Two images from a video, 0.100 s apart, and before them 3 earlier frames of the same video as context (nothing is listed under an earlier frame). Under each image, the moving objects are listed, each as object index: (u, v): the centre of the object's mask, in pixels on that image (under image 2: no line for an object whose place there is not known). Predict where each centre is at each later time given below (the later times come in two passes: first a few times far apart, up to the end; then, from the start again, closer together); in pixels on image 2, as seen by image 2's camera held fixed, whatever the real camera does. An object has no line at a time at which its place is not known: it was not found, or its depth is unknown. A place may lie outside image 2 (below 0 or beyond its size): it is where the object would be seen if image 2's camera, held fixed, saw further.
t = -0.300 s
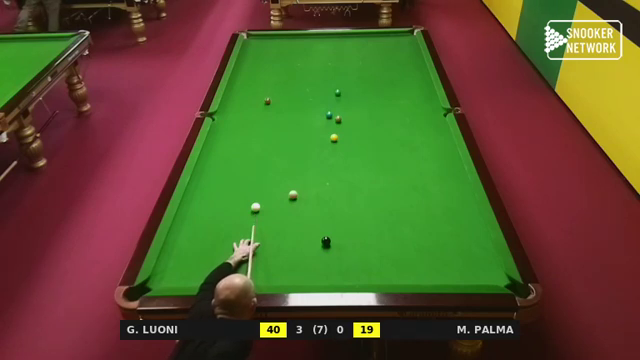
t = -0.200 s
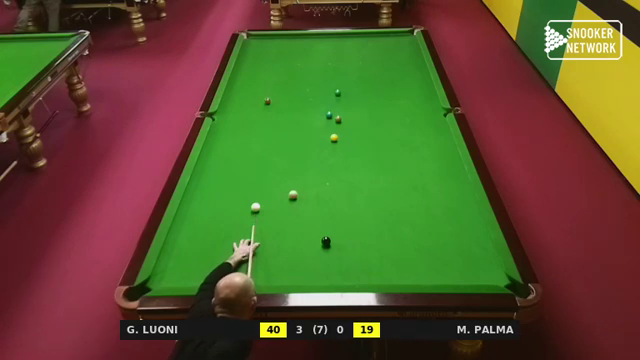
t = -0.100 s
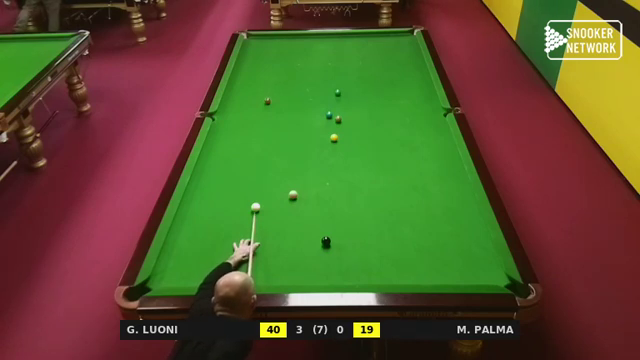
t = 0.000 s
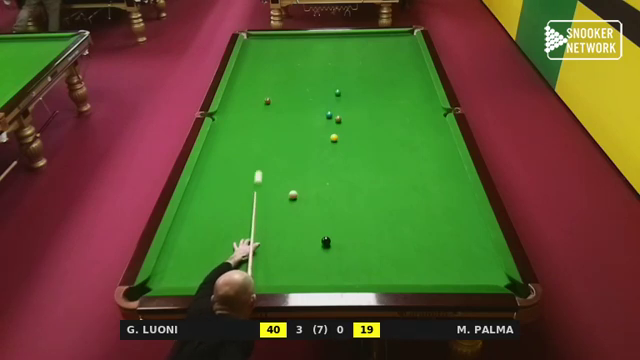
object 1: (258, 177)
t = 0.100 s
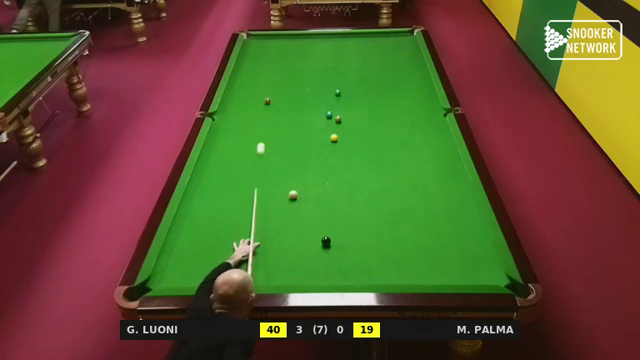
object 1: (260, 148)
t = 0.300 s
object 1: (264, 106)
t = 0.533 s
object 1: (240, 96)
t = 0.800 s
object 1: (236, 89)
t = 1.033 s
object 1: (249, 86)
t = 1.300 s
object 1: (264, 82)
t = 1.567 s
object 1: (278, 79)
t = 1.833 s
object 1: (291, 76)
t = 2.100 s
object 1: (303, 74)
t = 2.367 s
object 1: (314, 71)
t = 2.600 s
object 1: (323, 70)
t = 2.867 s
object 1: (332, 68)
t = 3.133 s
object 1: (340, 66)
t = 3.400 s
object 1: (348, 65)
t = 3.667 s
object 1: (354, 63)
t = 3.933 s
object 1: (361, 62)
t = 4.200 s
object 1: (366, 61)
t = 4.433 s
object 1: (370, 61)
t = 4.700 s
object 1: (374, 60)
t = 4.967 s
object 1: (377, 60)
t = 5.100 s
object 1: (378, 60)
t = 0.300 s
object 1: (264, 106)
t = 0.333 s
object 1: (263, 102)
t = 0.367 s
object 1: (258, 102)
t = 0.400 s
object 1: (254, 101)
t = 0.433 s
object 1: (250, 99)
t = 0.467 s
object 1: (247, 99)
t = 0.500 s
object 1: (244, 97)
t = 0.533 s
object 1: (240, 96)
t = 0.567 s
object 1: (237, 95)
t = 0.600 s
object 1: (234, 94)
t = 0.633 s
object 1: (231, 93)
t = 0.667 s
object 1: (228, 92)
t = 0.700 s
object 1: (228, 91)
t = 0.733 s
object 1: (231, 91)
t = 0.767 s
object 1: (233, 90)
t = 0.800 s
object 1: (236, 89)
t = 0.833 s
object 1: (238, 89)
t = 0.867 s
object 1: (240, 89)
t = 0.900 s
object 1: (242, 88)
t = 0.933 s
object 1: (244, 87)
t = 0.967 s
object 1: (246, 87)
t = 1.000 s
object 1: (248, 86)
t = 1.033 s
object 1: (249, 86)
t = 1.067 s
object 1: (251, 86)
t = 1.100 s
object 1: (253, 85)
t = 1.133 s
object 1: (255, 85)
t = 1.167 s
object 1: (257, 84)
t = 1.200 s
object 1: (259, 84)
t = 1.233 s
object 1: (261, 83)
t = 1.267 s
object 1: (263, 83)
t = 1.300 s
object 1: (264, 82)
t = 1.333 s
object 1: (266, 82)
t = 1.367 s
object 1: (268, 82)
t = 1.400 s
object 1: (270, 81)
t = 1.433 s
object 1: (272, 81)
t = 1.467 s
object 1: (273, 80)
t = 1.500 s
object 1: (275, 80)
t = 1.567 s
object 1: (278, 79)
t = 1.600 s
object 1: (280, 79)
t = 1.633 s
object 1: (282, 79)
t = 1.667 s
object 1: (283, 78)
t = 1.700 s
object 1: (285, 78)
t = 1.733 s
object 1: (286, 77)
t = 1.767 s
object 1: (288, 77)
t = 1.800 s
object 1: (289, 77)
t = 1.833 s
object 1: (291, 76)
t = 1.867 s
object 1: (293, 76)
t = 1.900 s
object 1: (294, 76)
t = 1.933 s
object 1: (296, 75)
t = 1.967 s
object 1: (297, 75)
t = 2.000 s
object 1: (299, 75)
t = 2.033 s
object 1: (300, 74)
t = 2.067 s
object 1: (302, 74)
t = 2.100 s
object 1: (303, 74)
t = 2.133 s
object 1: (304, 73)
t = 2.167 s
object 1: (306, 73)
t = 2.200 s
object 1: (307, 73)
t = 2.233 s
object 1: (308, 73)
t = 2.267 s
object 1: (310, 72)
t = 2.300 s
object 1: (311, 72)
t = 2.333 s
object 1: (312, 72)
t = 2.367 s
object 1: (314, 71)
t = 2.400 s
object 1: (315, 71)
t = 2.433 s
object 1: (316, 71)
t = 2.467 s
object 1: (318, 71)
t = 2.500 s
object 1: (319, 70)
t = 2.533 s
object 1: (320, 70)
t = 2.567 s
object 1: (321, 70)
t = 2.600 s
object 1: (323, 70)
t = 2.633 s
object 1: (324, 69)
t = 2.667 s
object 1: (325, 69)
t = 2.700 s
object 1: (326, 69)
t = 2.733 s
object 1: (327, 69)
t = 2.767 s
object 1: (328, 68)
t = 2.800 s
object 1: (329, 68)
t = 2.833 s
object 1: (331, 68)
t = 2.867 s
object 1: (332, 68)
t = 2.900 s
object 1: (333, 67)
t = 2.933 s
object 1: (334, 67)
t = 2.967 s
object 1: (335, 67)
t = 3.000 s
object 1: (336, 67)
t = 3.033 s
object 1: (337, 67)
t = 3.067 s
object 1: (338, 67)
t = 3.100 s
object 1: (339, 66)
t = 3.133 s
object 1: (340, 66)
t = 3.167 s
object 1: (341, 66)
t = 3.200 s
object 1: (342, 66)
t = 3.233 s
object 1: (343, 65)
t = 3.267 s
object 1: (344, 66)
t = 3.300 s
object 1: (345, 65)
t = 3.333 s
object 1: (346, 65)
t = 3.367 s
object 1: (347, 65)
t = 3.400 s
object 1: (348, 65)
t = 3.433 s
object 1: (349, 65)
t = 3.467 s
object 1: (350, 64)
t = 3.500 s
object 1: (351, 64)
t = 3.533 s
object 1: (351, 64)
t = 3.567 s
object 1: (352, 64)
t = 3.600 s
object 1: (353, 64)
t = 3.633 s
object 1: (354, 63)
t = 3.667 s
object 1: (354, 63)
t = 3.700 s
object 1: (355, 63)
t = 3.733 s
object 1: (356, 63)
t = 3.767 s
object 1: (357, 63)
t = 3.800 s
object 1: (358, 63)
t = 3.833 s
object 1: (358, 63)
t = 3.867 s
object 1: (359, 63)
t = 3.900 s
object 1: (360, 62)
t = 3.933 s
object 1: (361, 62)
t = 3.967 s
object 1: (361, 62)
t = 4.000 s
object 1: (362, 62)
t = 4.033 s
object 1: (363, 62)
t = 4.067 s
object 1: (363, 62)
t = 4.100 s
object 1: (364, 62)
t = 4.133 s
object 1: (365, 62)
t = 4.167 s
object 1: (365, 61)
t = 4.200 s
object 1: (366, 61)
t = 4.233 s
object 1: (367, 61)
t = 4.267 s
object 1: (367, 61)
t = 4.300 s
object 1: (368, 61)
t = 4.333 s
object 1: (368, 61)
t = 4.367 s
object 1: (369, 61)
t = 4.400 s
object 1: (369, 61)
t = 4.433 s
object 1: (370, 61)
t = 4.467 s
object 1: (371, 61)
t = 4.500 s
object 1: (371, 61)
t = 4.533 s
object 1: (372, 61)
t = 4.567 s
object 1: (372, 60)
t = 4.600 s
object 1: (372, 60)
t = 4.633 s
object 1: (373, 60)
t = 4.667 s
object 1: (373, 60)
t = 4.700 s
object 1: (374, 60)
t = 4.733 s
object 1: (374, 60)
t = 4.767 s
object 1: (375, 60)
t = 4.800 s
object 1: (375, 60)
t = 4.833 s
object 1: (376, 60)
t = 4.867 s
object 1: (376, 60)
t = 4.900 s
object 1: (376, 60)
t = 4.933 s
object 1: (377, 60)
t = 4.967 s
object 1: (377, 60)
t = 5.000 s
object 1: (377, 60)
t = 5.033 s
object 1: (378, 60)
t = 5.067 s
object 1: (378, 60)
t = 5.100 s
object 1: (378, 60)
